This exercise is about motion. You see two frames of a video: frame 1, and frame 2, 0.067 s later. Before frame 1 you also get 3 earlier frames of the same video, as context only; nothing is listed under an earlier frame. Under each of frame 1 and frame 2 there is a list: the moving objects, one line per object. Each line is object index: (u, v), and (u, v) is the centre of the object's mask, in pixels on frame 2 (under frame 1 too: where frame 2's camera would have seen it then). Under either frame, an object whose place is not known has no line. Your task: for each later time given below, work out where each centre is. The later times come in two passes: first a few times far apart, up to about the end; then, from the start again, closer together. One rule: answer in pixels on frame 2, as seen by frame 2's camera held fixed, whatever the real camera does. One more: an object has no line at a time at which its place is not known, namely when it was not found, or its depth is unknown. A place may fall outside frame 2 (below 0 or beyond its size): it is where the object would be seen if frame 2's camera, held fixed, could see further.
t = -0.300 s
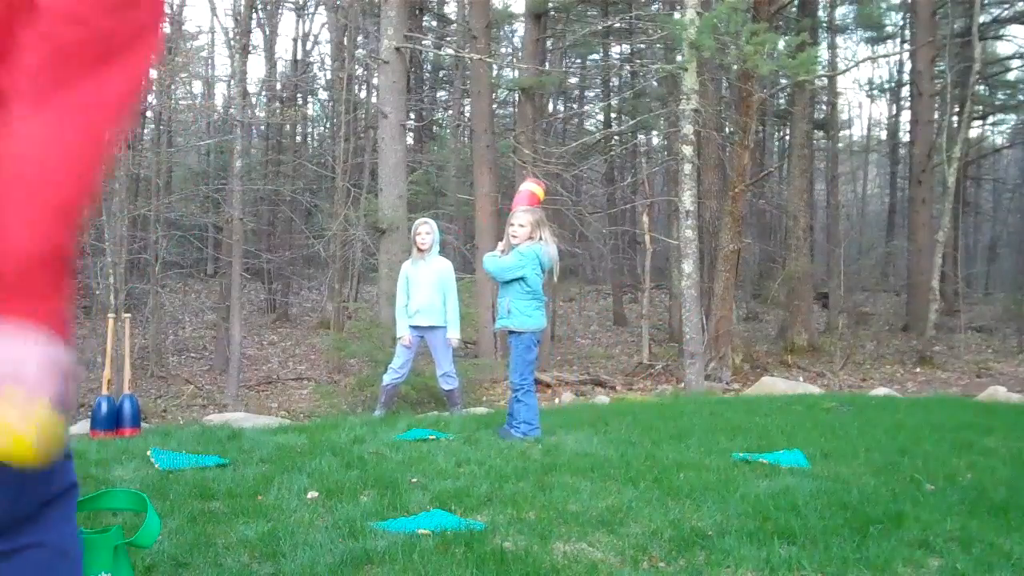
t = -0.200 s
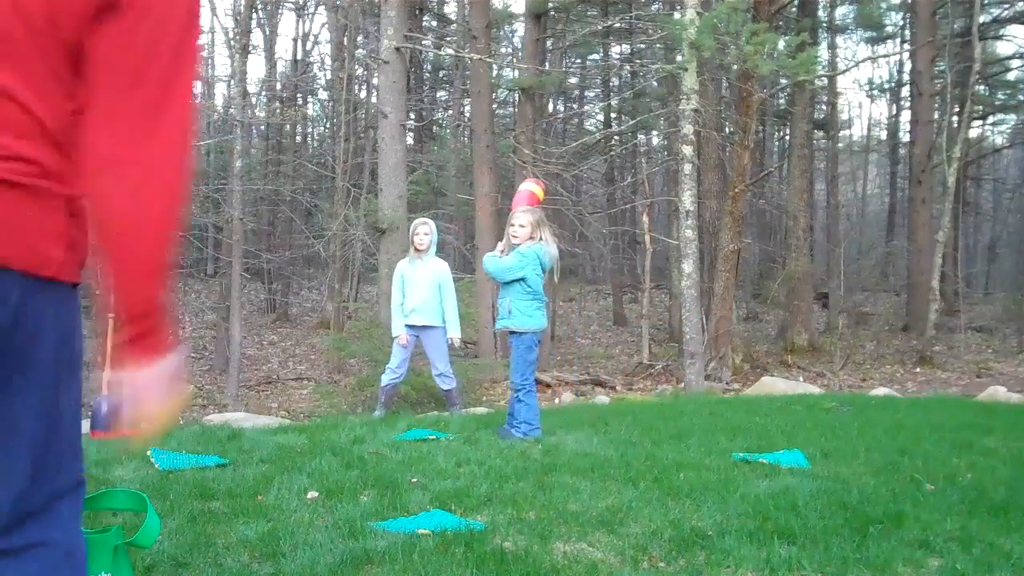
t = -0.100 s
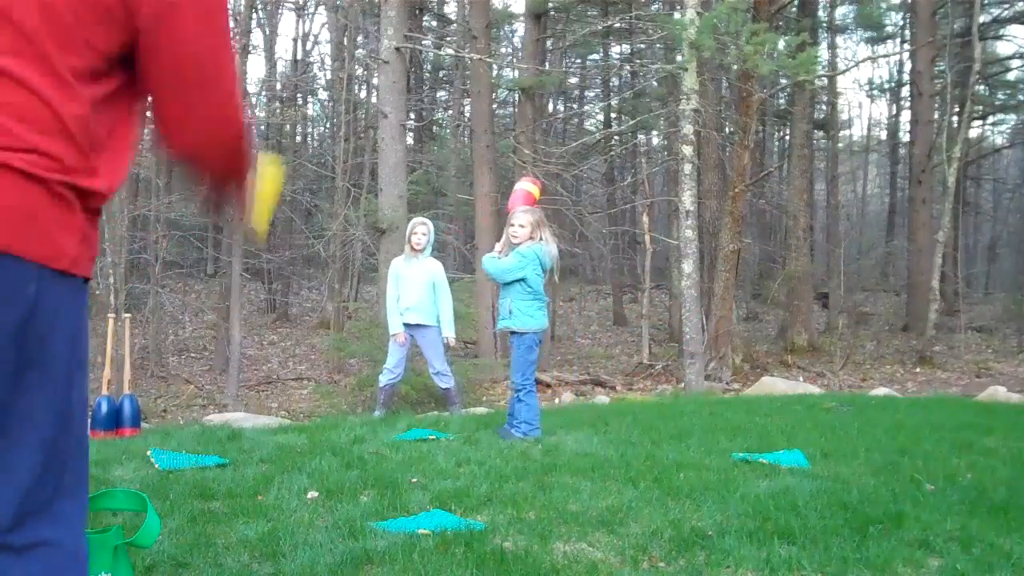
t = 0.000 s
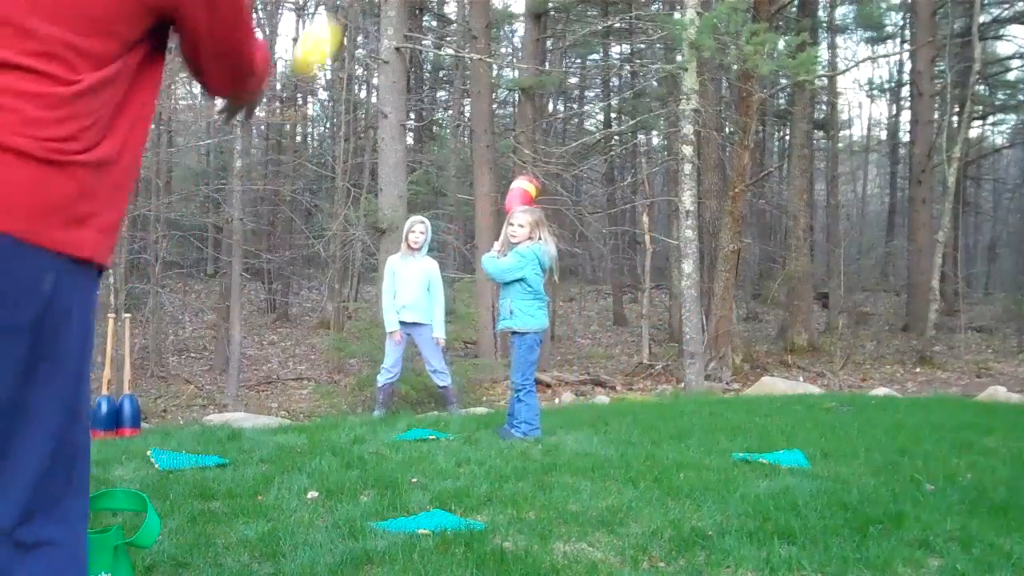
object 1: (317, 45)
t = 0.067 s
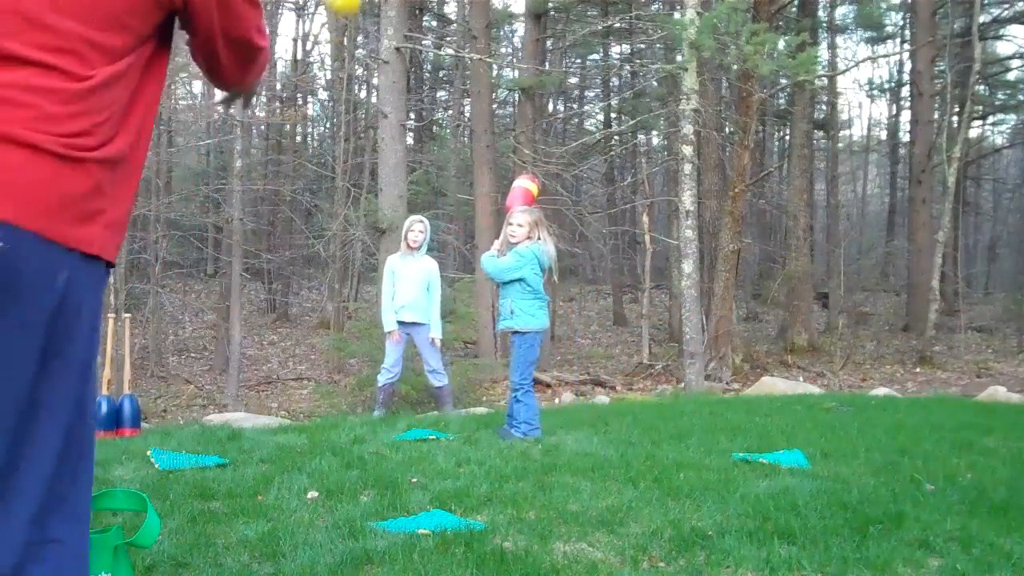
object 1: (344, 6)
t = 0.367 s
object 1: (432, 6)
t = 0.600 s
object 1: (464, 146)
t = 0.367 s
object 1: (432, 6)
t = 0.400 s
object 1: (436, 15)
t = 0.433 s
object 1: (441, 31)
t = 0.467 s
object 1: (446, 51)
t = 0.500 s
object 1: (451, 72)
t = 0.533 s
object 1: (456, 95)
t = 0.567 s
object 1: (460, 120)
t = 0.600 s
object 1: (464, 146)
